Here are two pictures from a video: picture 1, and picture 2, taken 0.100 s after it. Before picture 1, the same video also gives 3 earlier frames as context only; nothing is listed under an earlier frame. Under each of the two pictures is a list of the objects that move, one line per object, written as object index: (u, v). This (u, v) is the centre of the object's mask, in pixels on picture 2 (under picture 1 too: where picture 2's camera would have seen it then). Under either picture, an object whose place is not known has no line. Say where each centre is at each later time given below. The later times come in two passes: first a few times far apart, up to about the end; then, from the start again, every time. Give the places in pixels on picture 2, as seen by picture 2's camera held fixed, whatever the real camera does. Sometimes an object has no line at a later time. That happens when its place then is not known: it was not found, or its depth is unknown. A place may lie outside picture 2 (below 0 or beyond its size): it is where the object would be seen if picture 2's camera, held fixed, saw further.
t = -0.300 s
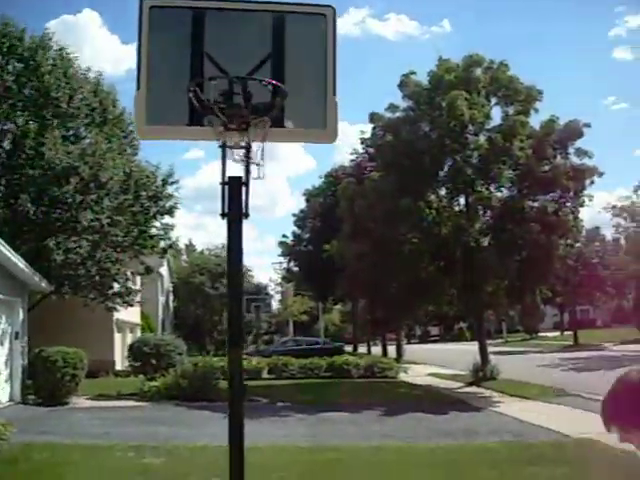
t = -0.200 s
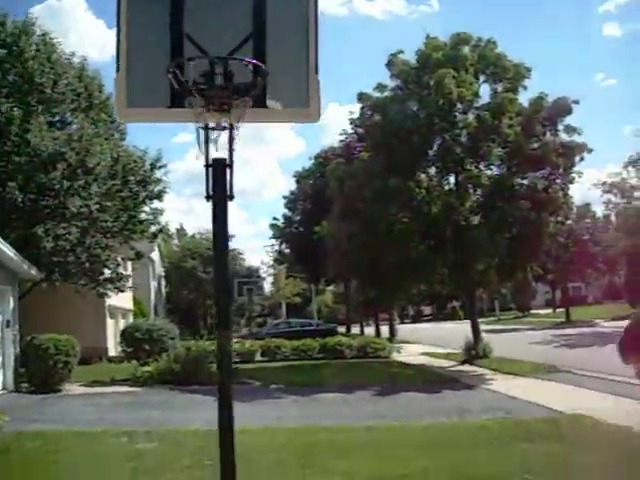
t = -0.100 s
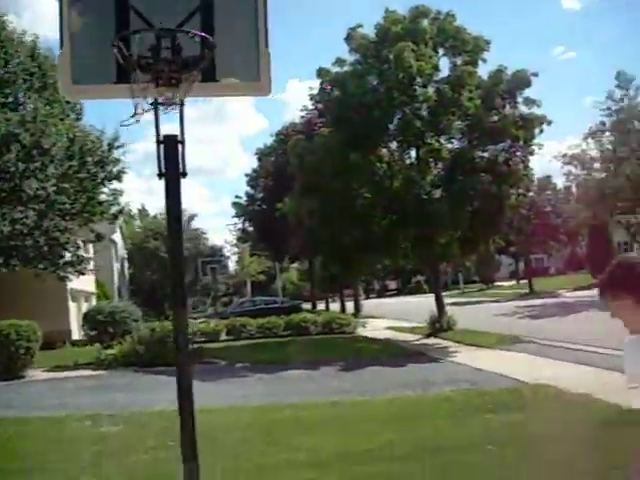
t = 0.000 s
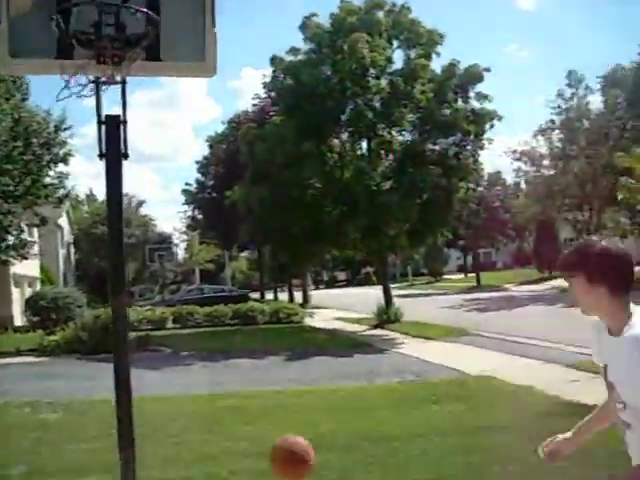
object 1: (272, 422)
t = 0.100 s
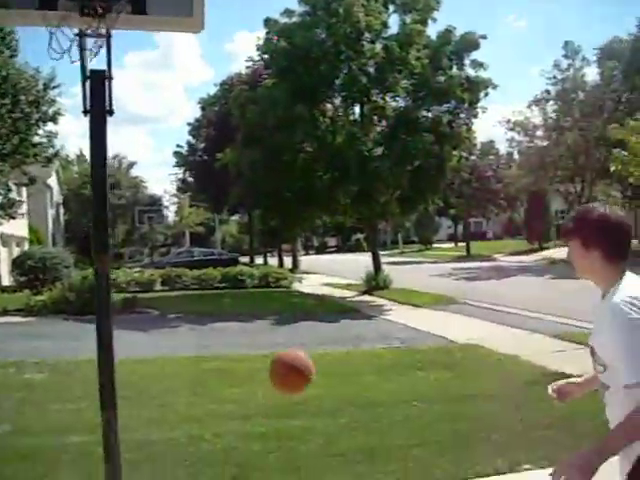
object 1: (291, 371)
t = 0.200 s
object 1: (308, 341)
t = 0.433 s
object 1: (353, 340)
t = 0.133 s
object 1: (297, 359)
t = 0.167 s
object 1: (302, 349)
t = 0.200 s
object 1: (308, 341)
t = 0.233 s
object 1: (314, 335)
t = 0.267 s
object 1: (320, 330)
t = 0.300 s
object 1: (327, 329)
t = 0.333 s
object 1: (334, 329)
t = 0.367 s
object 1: (339, 331)
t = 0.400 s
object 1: (346, 335)
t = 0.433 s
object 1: (353, 340)
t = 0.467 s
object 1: (360, 349)
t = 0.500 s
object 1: (367, 359)
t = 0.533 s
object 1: (374, 371)
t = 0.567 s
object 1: (380, 383)
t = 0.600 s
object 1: (387, 398)
